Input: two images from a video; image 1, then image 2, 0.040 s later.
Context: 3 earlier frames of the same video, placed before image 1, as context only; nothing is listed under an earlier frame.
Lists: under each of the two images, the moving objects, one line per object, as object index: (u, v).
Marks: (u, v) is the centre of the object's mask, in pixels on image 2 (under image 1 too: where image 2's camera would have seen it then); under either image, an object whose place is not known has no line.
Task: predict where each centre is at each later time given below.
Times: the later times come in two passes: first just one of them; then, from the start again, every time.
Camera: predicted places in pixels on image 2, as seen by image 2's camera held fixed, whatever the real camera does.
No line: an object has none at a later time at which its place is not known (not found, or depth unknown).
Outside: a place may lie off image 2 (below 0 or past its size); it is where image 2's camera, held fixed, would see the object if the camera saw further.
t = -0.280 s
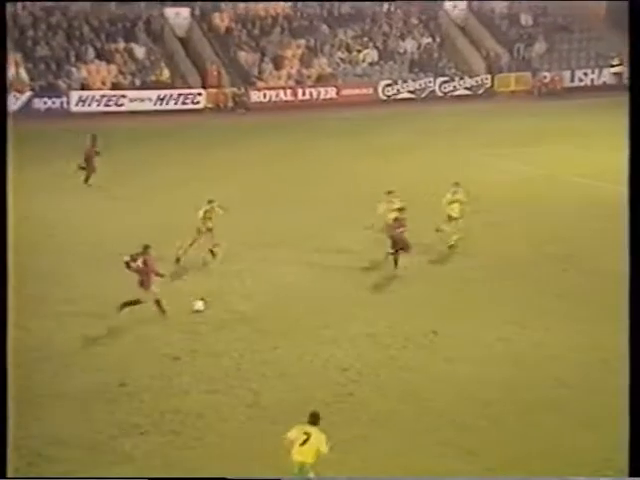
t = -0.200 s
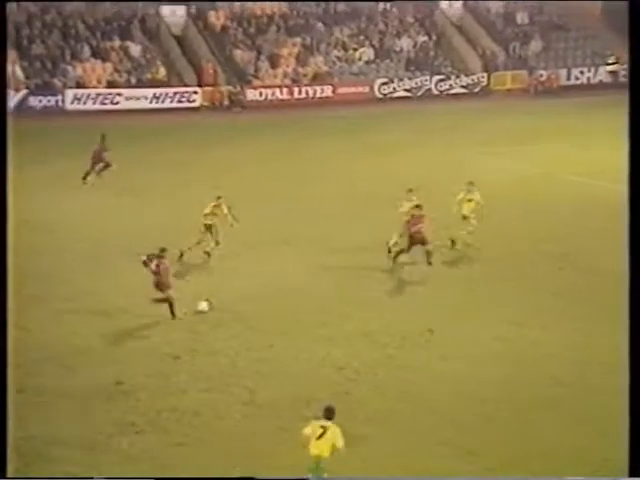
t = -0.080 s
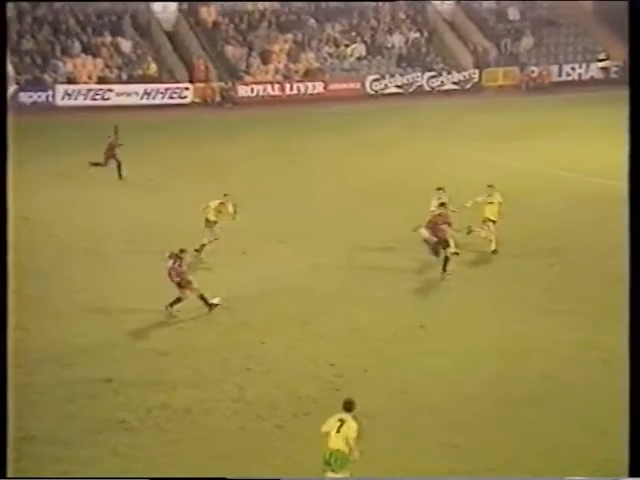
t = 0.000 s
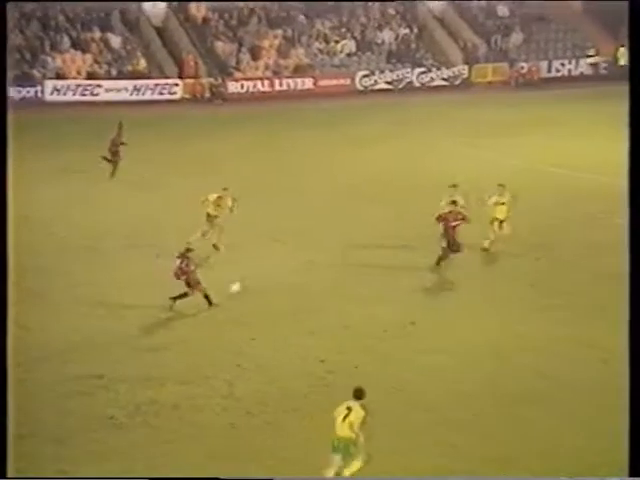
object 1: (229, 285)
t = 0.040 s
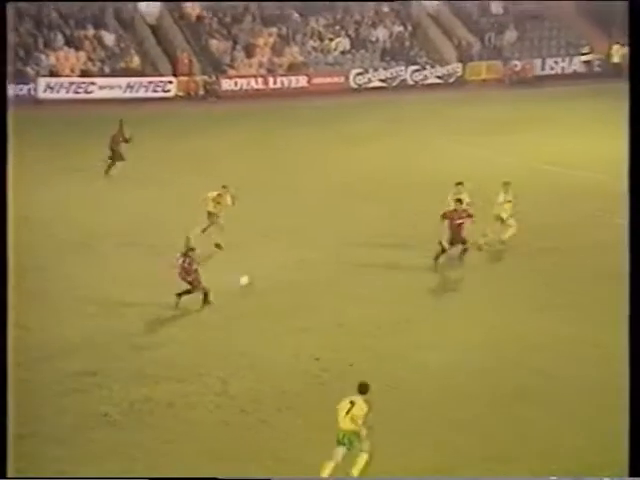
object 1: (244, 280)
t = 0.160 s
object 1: (281, 266)
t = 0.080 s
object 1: (256, 275)
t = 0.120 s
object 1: (269, 270)
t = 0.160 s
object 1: (281, 266)
